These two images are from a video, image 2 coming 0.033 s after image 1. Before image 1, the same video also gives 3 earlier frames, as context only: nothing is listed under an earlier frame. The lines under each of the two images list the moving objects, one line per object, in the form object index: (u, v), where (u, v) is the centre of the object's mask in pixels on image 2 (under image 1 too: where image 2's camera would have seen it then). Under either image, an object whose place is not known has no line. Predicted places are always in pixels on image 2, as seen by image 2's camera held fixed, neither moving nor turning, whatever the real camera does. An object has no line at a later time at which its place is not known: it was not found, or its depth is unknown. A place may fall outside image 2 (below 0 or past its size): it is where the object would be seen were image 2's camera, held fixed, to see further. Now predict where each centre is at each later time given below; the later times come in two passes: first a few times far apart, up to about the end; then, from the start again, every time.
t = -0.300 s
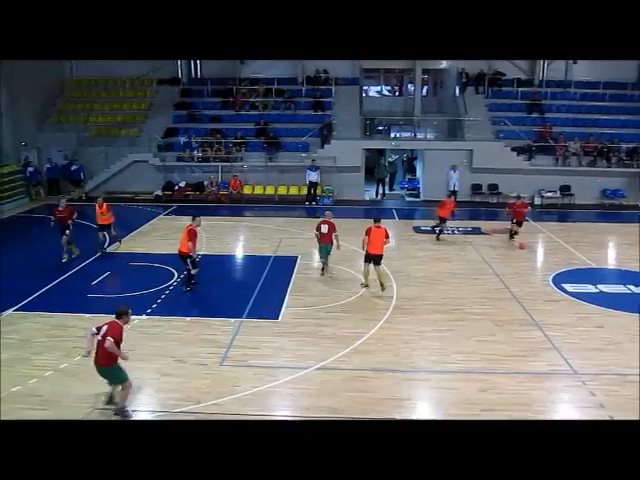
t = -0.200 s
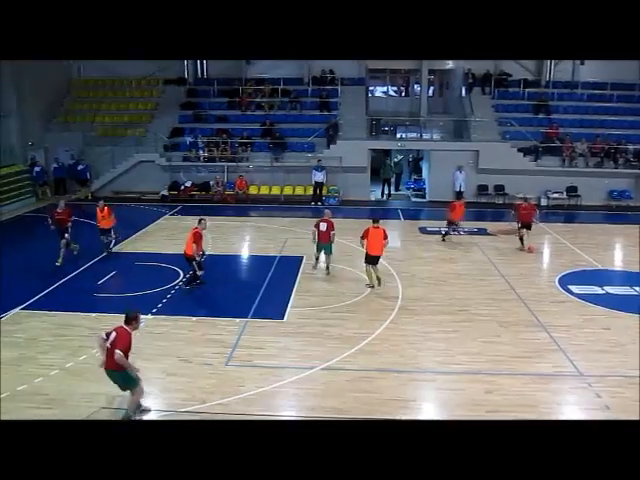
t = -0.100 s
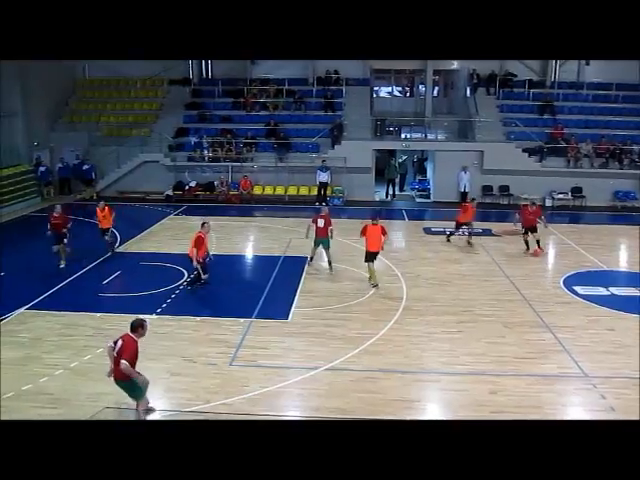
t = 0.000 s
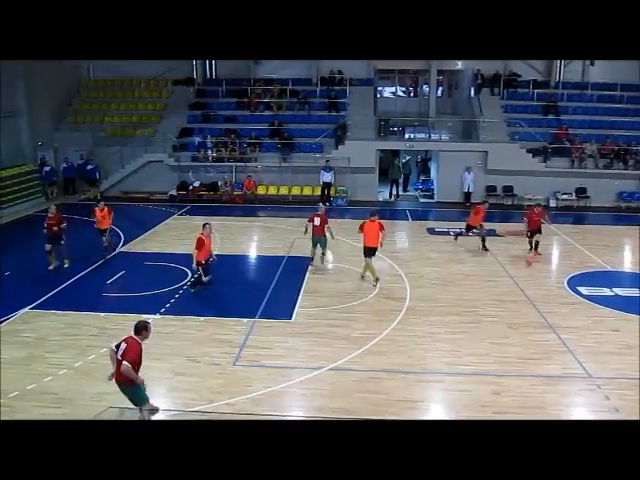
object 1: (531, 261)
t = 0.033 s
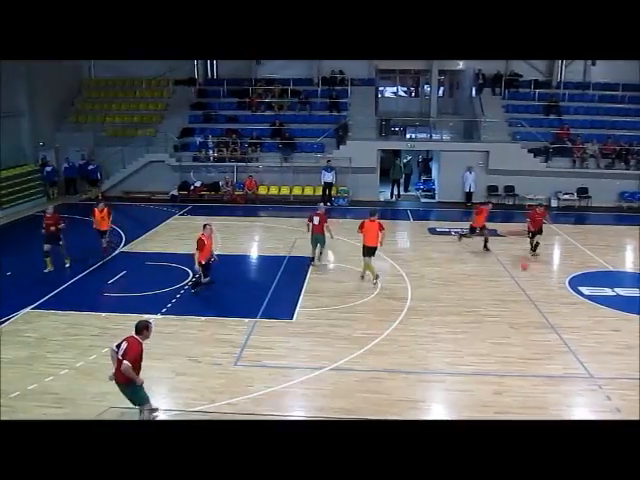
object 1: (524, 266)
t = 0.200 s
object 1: (491, 287)
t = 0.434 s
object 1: (428, 324)
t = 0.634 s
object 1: (360, 364)
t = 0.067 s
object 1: (519, 269)
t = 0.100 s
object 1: (511, 274)
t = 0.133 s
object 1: (504, 278)
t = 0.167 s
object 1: (497, 284)
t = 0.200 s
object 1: (491, 287)
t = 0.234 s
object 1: (483, 293)
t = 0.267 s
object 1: (475, 297)
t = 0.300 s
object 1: (466, 303)
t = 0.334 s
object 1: (456, 309)
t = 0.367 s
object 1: (447, 313)
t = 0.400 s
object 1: (439, 318)
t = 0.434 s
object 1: (428, 324)
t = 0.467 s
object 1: (418, 331)
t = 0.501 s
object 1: (408, 337)
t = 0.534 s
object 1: (396, 345)
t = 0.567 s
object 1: (385, 350)
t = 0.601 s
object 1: (373, 357)
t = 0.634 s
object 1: (360, 364)
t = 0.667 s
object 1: (347, 372)
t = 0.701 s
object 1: (334, 380)
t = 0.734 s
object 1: (320, 388)
